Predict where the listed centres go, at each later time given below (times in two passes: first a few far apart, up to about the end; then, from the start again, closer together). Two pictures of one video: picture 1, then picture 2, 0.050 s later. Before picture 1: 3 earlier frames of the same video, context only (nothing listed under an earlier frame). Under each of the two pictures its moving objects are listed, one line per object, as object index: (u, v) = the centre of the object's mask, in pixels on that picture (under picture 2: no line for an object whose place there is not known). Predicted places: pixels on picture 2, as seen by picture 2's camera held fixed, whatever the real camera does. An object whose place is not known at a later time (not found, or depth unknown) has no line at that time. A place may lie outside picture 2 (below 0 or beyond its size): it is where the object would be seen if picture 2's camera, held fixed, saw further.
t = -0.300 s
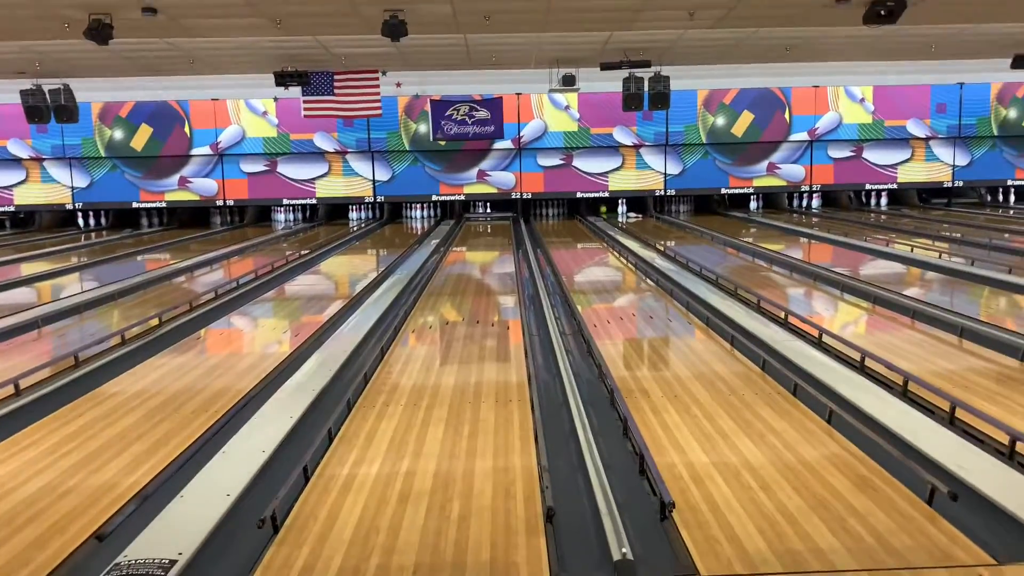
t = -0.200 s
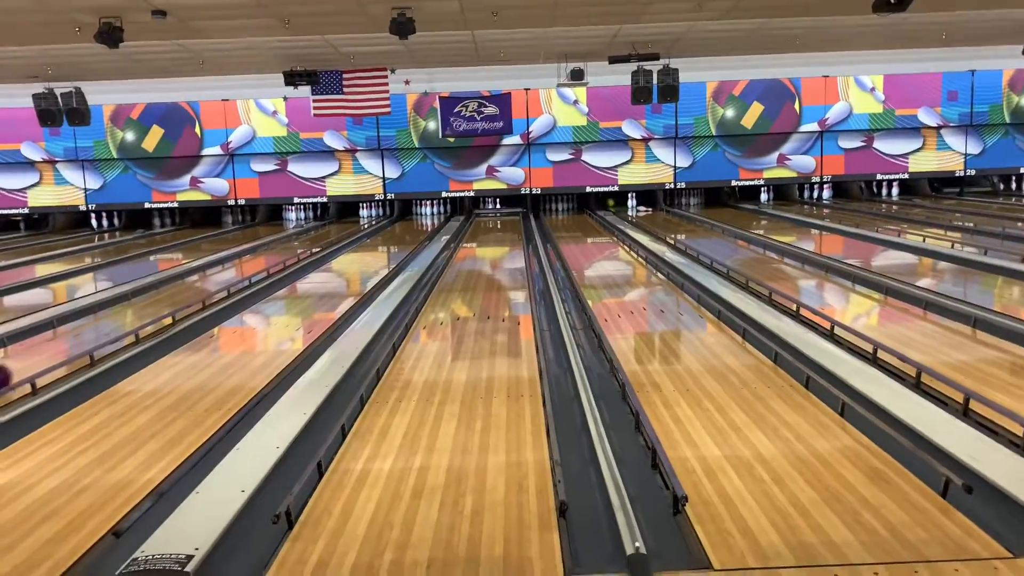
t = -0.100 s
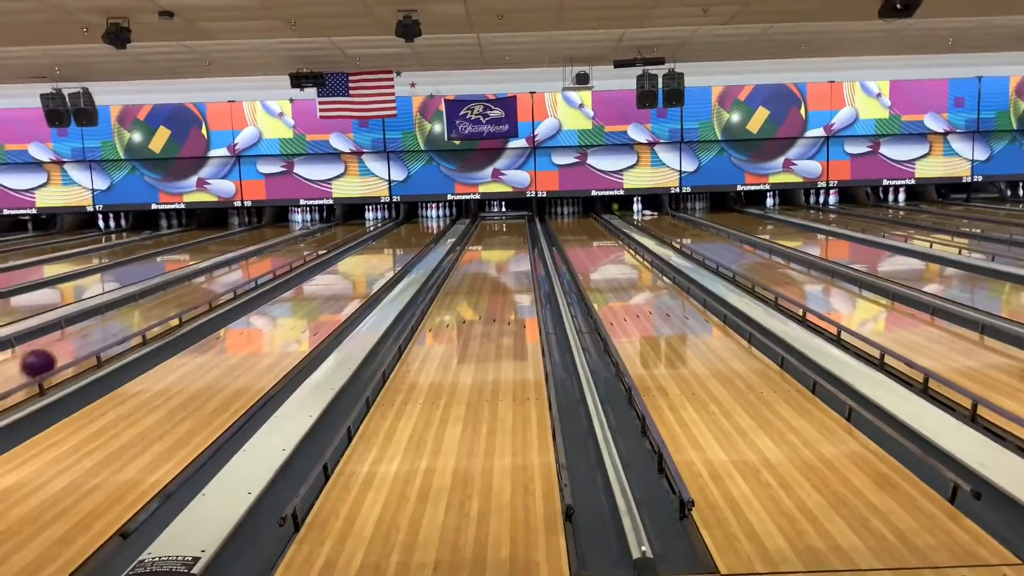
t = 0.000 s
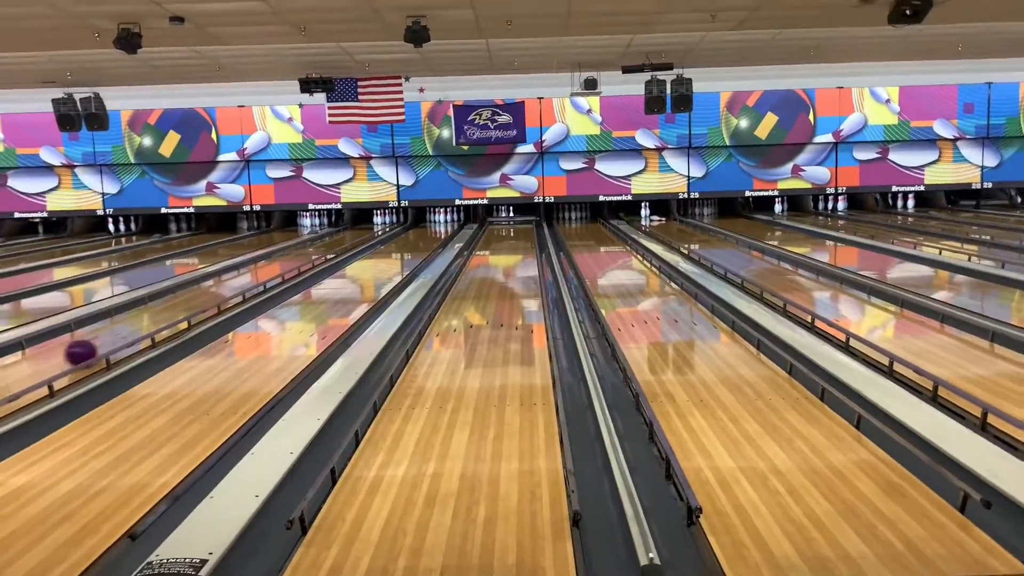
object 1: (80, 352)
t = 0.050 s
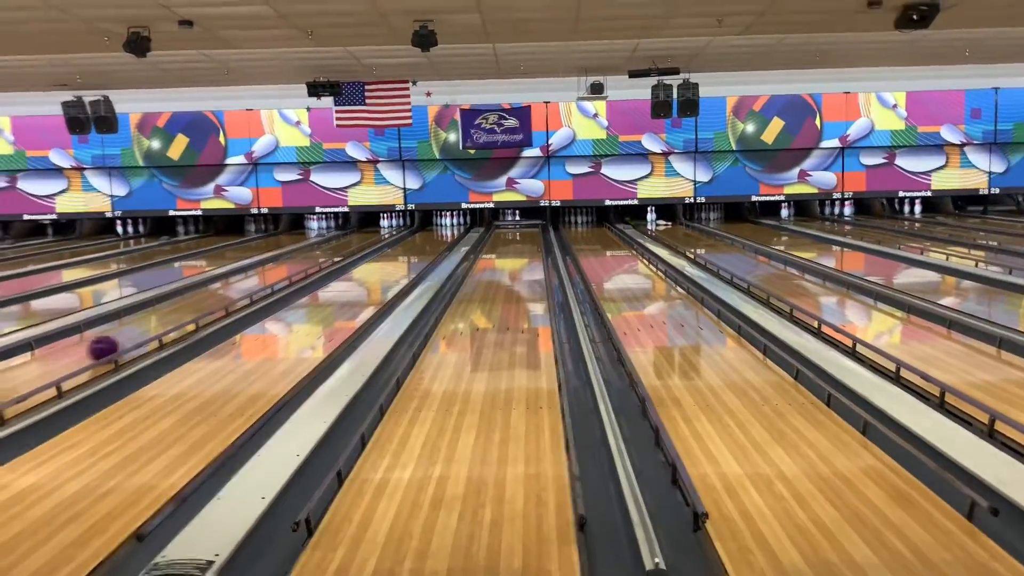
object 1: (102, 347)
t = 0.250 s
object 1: (152, 329)
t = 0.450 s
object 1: (192, 314)
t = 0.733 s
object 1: (231, 298)
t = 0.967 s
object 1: (255, 287)
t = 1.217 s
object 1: (276, 278)
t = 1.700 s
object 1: (308, 266)
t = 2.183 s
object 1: (323, 257)
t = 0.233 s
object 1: (148, 331)
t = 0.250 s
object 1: (152, 329)
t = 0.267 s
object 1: (156, 328)
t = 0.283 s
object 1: (160, 327)
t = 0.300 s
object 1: (163, 326)
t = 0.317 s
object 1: (167, 324)
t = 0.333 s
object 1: (170, 323)
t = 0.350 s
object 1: (173, 322)
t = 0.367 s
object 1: (176, 321)
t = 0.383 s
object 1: (179, 319)
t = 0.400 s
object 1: (183, 318)
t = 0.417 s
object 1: (185, 316)
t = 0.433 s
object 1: (189, 315)
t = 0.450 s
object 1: (192, 314)
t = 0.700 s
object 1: (228, 300)
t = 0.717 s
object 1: (229, 298)
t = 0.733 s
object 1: (231, 298)
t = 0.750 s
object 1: (233, 298)
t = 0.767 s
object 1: (234, 297)
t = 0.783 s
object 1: (236, 296)
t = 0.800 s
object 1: (237, 295)
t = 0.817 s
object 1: (239, 294)
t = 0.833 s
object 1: (241, 294)
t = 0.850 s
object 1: (243, 293)
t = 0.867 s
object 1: (245, 292)
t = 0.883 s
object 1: (247, 291)
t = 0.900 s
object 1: (248, 291)
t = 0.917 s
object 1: (250, 290)
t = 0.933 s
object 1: (251, 289)
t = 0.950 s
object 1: (253, 288)
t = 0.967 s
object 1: (255, 287)
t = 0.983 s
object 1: (256, 287)
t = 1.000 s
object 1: (258, 286)
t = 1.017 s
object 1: (259, 285)
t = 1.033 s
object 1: (260, 285)
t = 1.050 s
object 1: (261, 285)
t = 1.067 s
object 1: (263, 284)
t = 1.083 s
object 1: (264, 284)
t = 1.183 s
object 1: (272, 279)
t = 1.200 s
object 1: (274, 278)
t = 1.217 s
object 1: (276, 278)
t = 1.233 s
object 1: (277, 277)
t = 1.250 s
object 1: (278, 277)
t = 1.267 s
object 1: (280, 276)
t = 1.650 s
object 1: (306, 267)
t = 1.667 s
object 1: (305, 267)
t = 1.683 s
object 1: (306, 267)
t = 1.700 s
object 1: (308, 266)
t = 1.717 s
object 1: (308, 265)
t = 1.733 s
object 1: (309, 264)
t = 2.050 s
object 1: (321, 256)
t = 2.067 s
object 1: (322, 256)
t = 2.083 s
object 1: (322, 255)
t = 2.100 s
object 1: (323, 256)
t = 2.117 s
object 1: (323, 257)
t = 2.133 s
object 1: (322, 257)
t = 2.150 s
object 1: (322, 258)
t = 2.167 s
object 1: (323, 257)
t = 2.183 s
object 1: (323, 257)
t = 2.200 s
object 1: (324, 256)
